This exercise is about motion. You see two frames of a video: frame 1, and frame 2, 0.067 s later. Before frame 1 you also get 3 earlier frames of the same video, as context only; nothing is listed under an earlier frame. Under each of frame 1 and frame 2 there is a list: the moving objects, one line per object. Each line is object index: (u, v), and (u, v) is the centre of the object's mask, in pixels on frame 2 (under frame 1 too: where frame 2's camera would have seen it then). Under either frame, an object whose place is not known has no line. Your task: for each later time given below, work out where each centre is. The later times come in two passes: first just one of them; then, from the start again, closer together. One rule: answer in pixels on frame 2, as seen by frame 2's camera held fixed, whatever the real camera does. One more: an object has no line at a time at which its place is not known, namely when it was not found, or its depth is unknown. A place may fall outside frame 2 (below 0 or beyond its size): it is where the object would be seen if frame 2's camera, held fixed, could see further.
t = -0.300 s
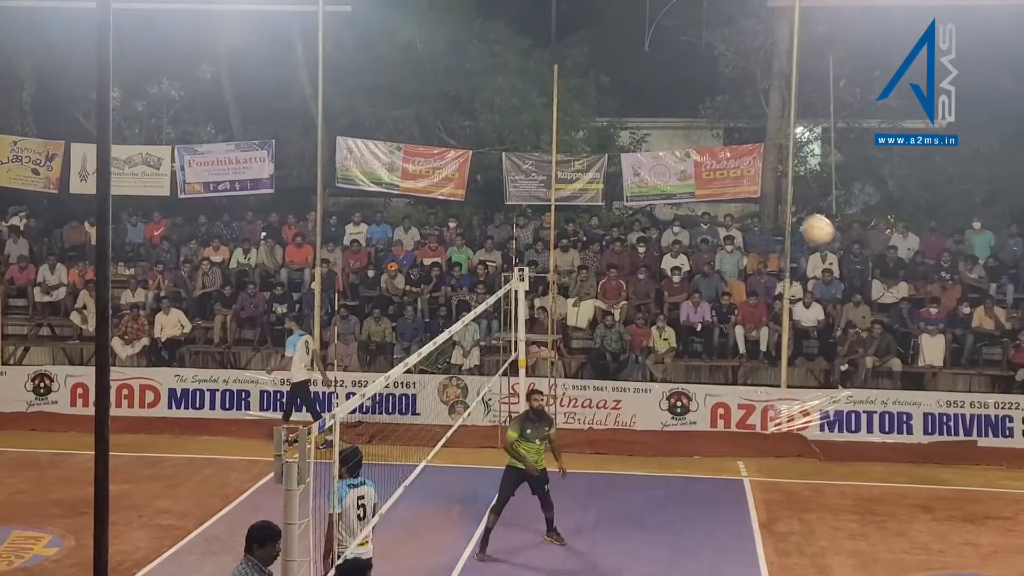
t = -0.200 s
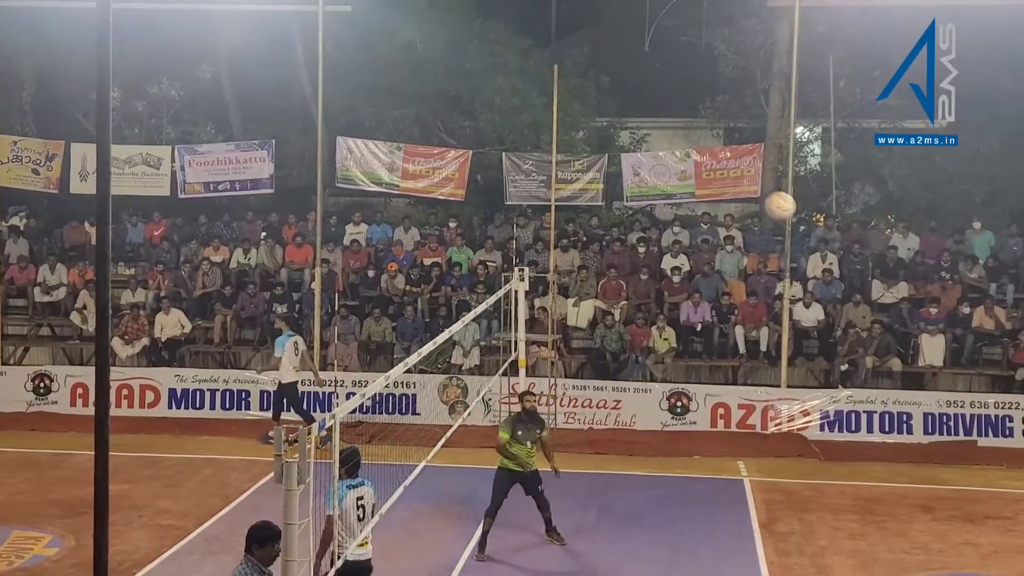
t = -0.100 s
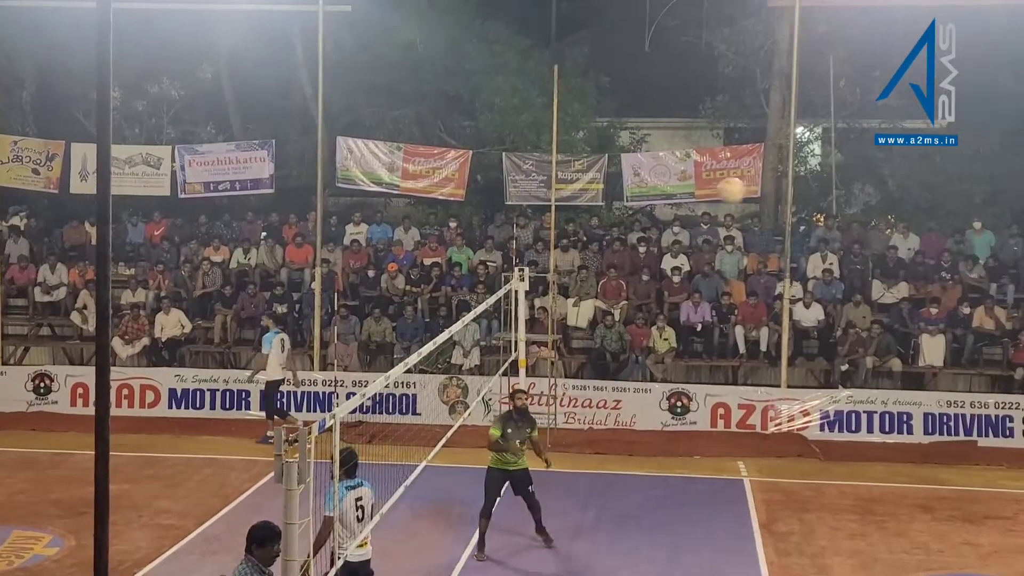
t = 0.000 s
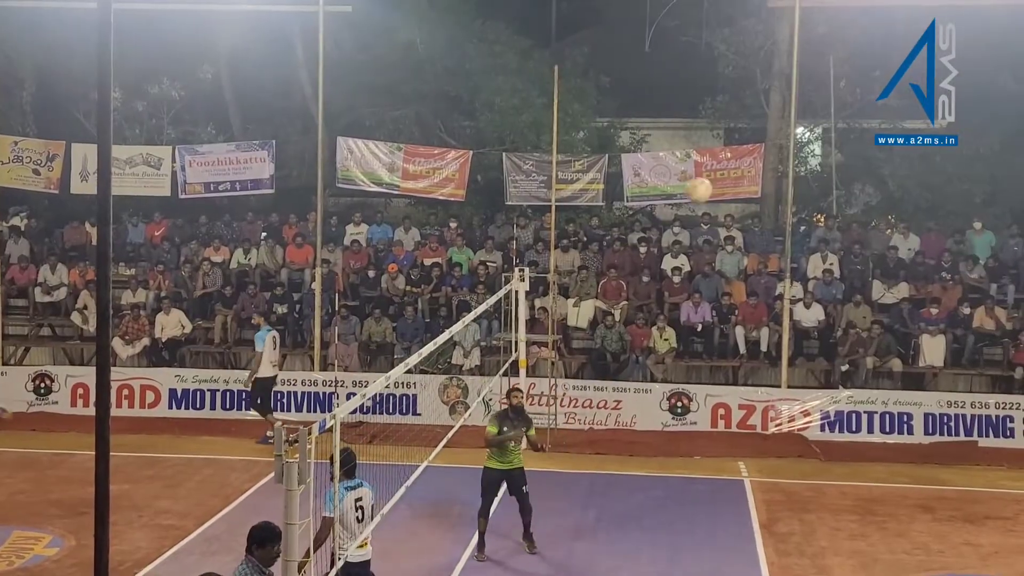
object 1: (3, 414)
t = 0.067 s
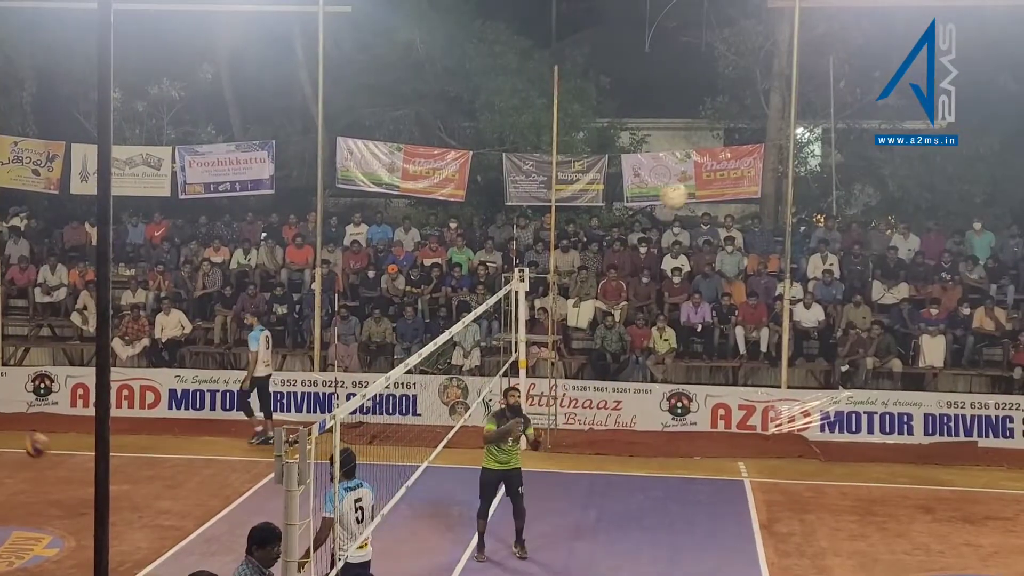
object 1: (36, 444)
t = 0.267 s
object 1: (157, 565)
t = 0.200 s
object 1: (118, 519)
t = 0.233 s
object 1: (145, 553)
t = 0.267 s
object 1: (157, 565)
